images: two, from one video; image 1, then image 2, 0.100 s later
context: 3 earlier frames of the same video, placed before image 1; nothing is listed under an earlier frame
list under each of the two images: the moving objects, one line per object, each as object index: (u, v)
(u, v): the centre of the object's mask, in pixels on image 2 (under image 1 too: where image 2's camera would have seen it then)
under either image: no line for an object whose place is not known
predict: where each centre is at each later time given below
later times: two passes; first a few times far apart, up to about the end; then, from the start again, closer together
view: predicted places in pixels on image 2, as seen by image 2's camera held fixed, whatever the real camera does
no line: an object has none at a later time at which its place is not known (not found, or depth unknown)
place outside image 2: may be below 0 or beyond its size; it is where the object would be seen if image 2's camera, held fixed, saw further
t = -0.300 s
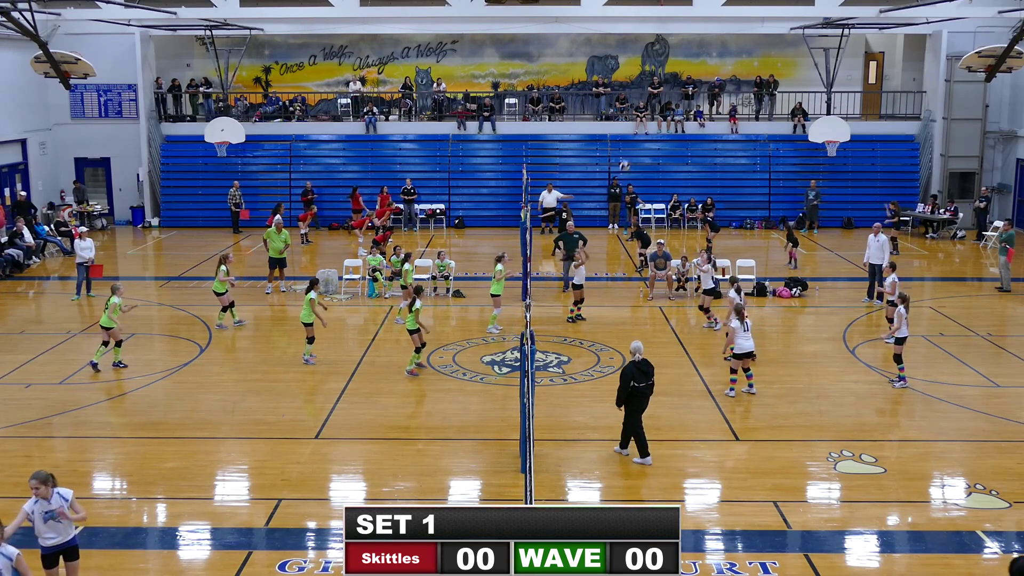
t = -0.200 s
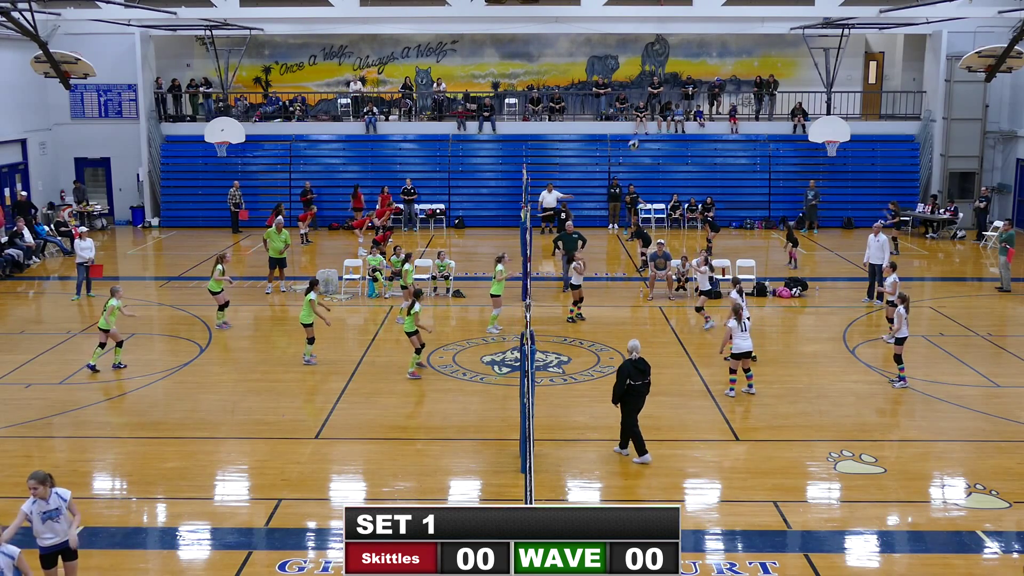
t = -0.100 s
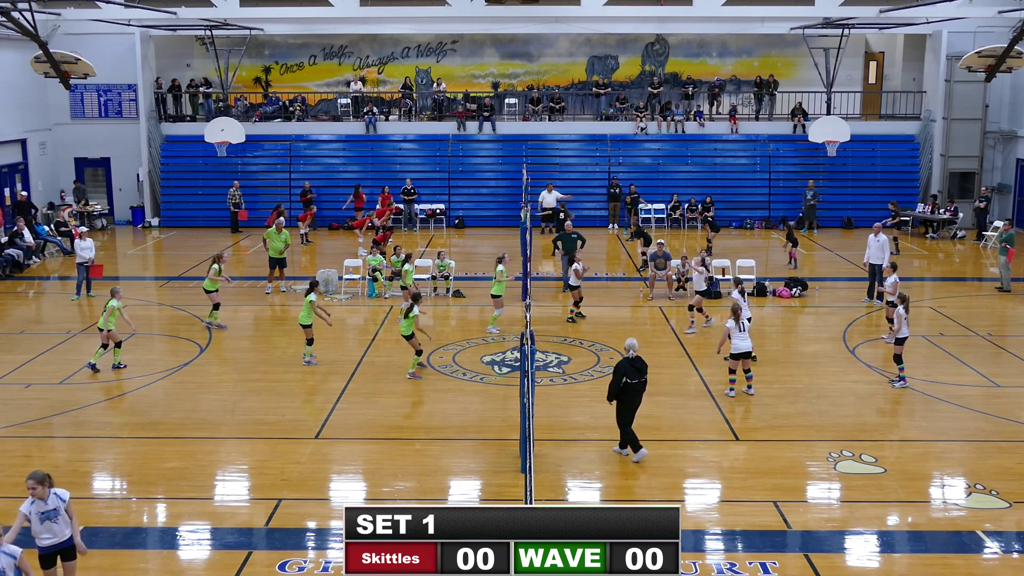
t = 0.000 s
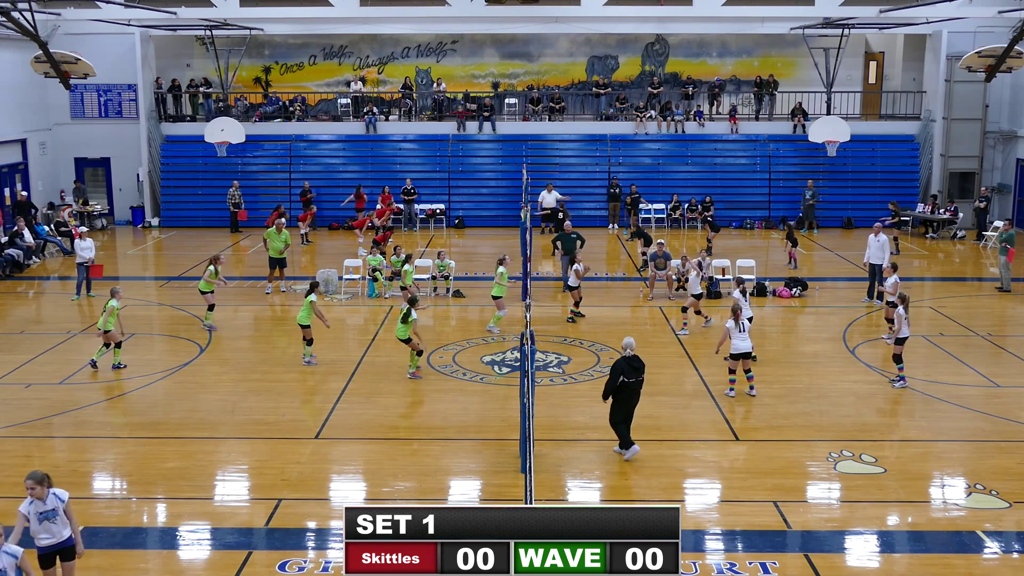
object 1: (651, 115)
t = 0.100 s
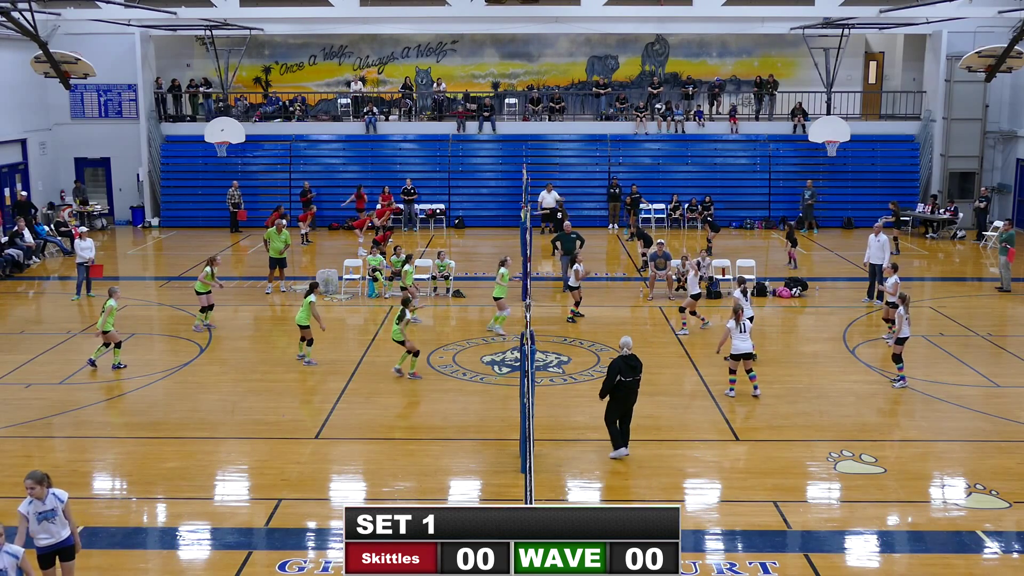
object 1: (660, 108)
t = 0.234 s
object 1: (671, 106)
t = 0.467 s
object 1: (690, 123)
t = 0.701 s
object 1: (708, 167)
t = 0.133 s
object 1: (663, 107)
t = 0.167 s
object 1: (665, 106)
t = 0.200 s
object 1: (669, 106)
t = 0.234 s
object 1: (671, 106)
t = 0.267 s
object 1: (674, 107)
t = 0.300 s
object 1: (677, 109)
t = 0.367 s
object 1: (683, 112)
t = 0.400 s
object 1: (686, 116)
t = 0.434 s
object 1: (688, 119)
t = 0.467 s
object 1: (690, 123)
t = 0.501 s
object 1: (694, 128)
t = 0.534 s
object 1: (696, 134)
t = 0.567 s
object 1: (698, 139)
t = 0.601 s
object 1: (701, 145)
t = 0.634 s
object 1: (703, 152)
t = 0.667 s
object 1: (705, 159)
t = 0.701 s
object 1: (708, 167)
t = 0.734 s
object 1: (710, 175)
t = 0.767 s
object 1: (713, 184)
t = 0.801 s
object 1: (715, 193)
